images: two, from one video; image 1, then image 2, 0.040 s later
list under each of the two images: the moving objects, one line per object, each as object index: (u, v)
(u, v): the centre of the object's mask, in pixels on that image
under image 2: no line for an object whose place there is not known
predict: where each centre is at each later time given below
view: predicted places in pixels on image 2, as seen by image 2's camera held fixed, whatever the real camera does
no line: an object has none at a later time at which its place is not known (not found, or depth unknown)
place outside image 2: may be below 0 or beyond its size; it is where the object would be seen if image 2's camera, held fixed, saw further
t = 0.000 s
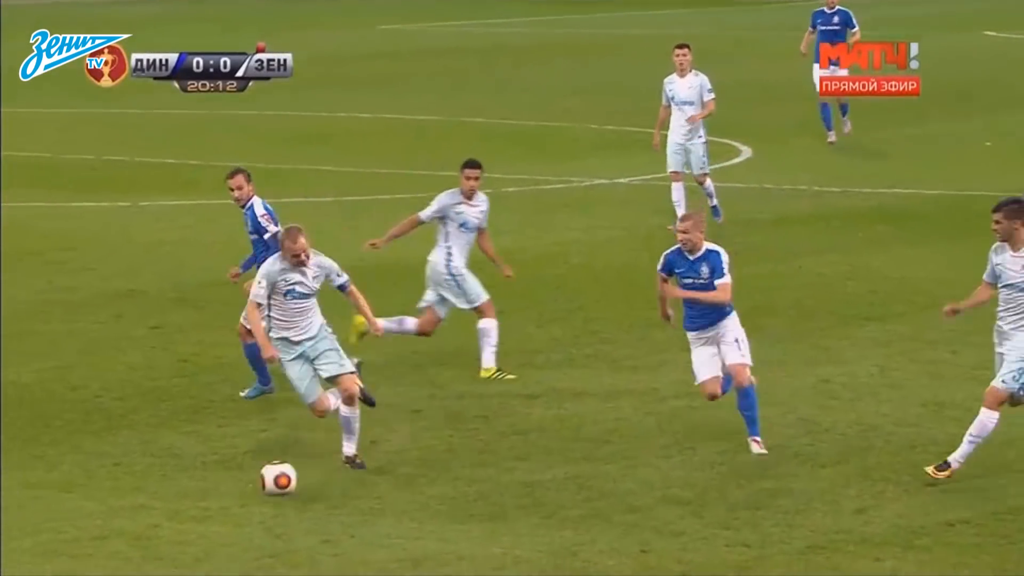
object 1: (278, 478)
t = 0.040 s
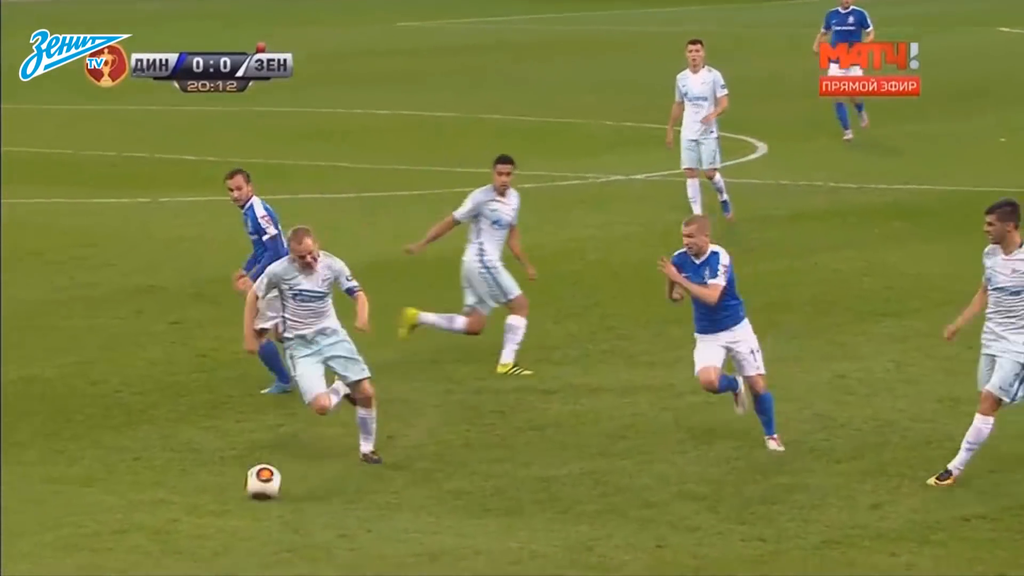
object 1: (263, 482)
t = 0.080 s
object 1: (232, 488)
